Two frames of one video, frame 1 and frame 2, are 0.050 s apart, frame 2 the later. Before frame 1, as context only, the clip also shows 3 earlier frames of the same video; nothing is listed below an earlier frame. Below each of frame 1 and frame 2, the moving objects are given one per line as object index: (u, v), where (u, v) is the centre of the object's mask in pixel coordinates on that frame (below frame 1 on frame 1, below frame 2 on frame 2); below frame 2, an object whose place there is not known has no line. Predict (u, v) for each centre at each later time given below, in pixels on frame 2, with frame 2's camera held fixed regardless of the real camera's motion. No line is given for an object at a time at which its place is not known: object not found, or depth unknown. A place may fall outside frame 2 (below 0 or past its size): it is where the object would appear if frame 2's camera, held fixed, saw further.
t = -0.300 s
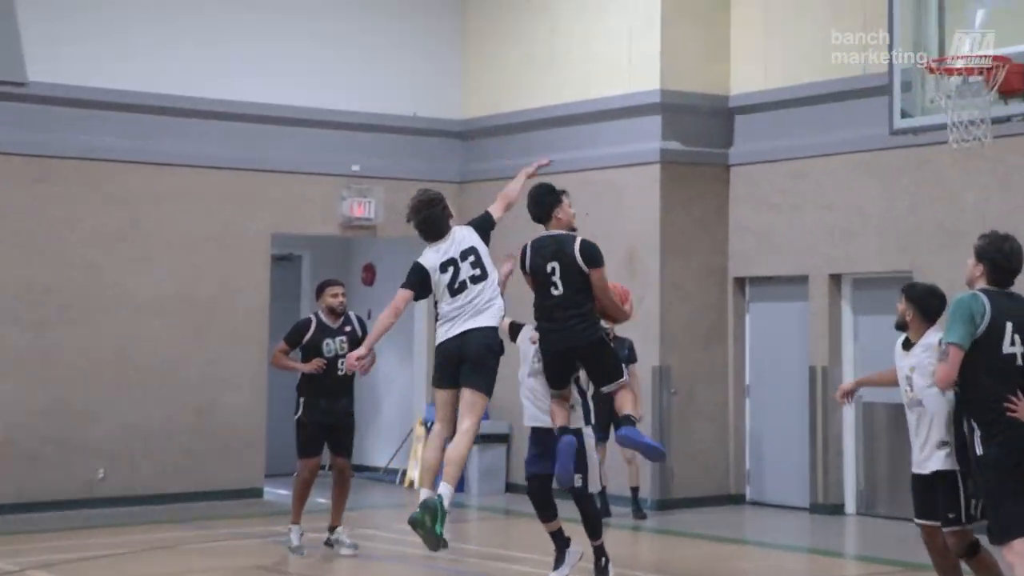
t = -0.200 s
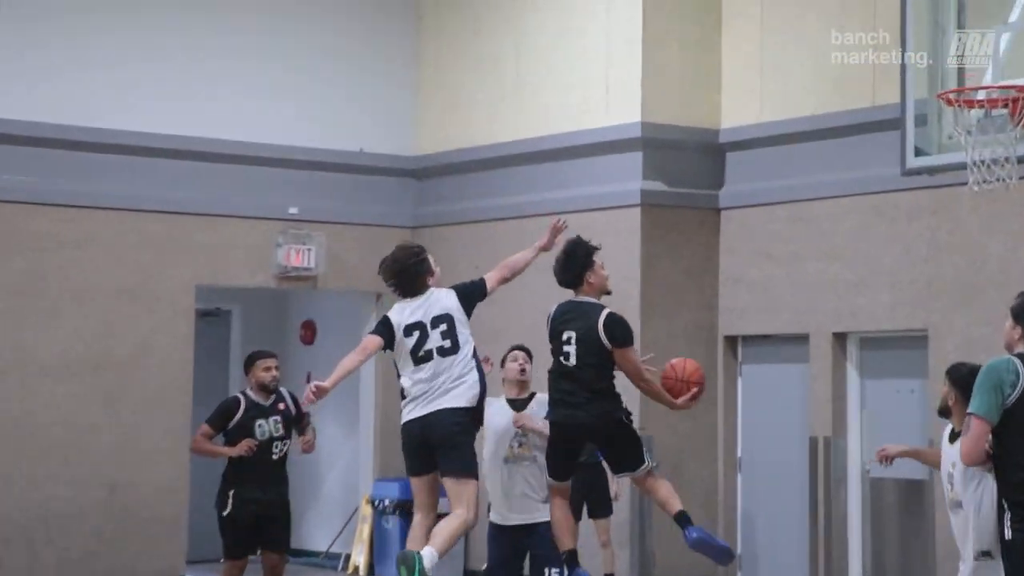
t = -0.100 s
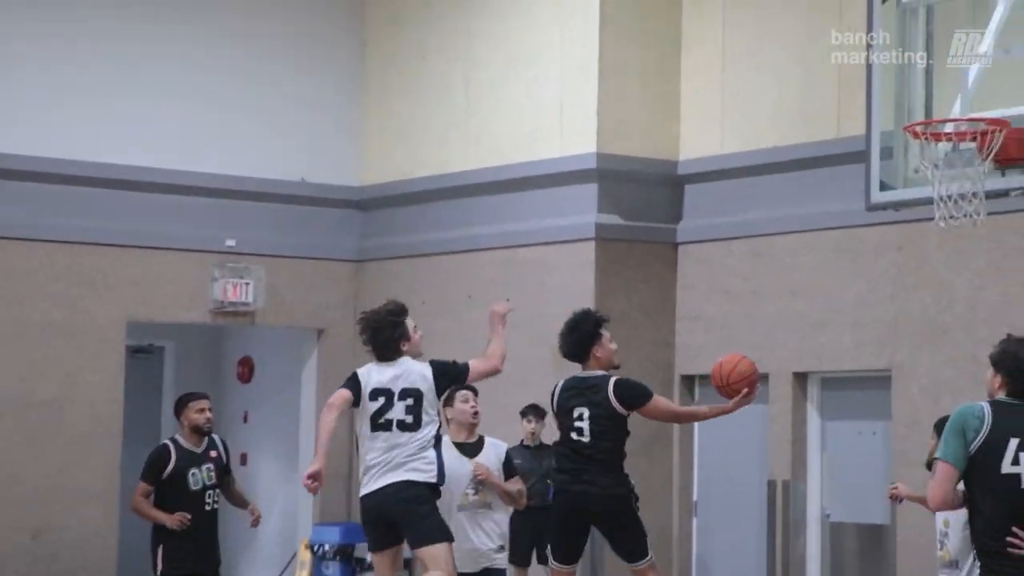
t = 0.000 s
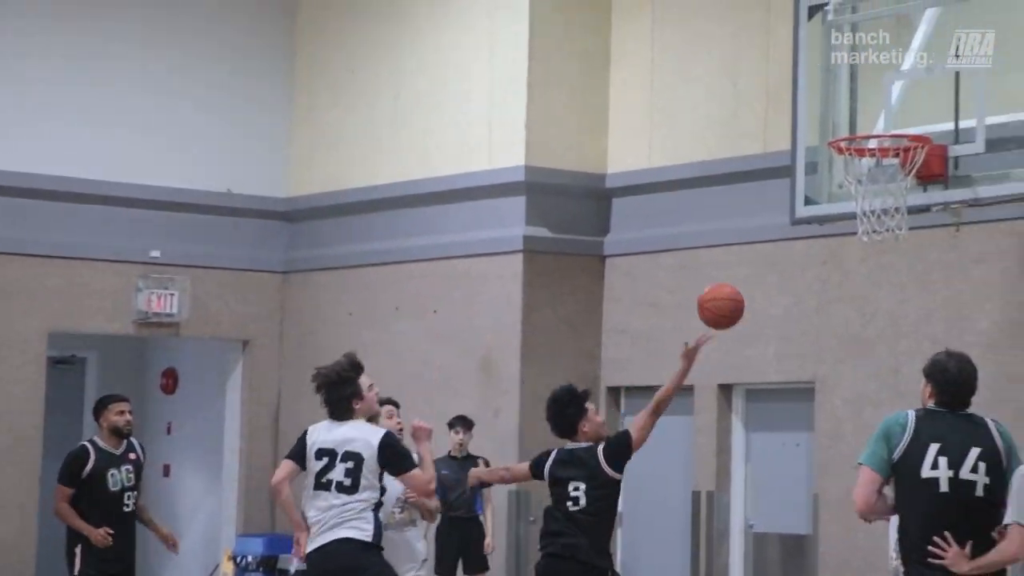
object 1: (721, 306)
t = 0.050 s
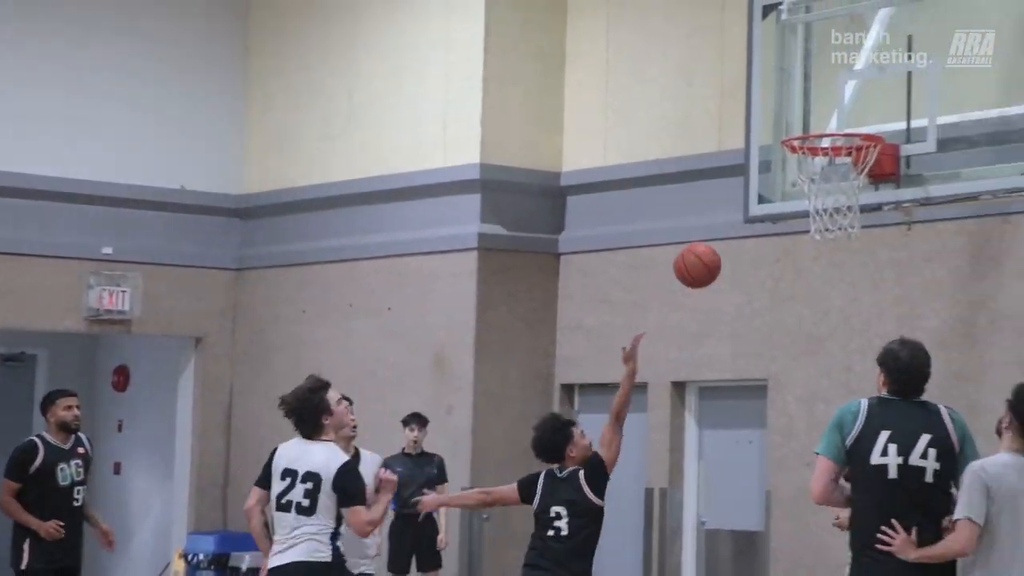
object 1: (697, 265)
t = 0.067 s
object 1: (704, 253)
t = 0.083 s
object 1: (712, 242)
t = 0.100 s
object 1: (719, 231)
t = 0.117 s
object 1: (727, 221)
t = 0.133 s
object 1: (735, 211)
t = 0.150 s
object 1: (742, 202)
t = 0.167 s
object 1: (750, 193)
